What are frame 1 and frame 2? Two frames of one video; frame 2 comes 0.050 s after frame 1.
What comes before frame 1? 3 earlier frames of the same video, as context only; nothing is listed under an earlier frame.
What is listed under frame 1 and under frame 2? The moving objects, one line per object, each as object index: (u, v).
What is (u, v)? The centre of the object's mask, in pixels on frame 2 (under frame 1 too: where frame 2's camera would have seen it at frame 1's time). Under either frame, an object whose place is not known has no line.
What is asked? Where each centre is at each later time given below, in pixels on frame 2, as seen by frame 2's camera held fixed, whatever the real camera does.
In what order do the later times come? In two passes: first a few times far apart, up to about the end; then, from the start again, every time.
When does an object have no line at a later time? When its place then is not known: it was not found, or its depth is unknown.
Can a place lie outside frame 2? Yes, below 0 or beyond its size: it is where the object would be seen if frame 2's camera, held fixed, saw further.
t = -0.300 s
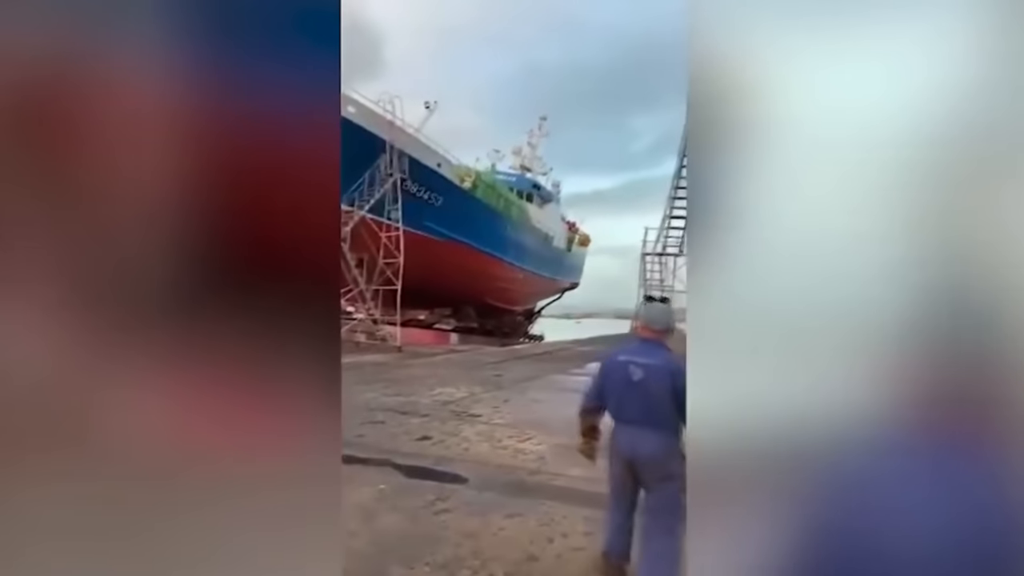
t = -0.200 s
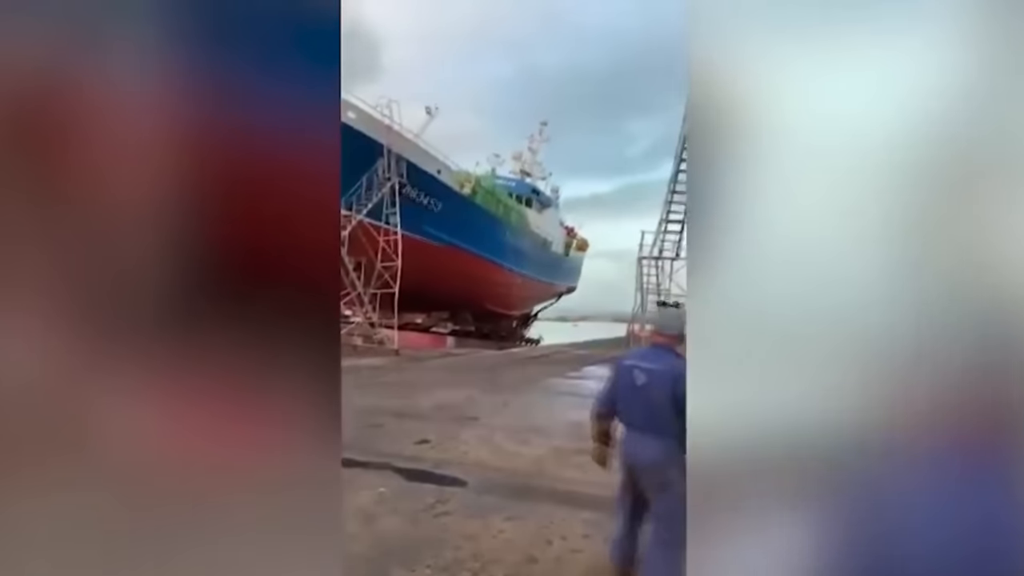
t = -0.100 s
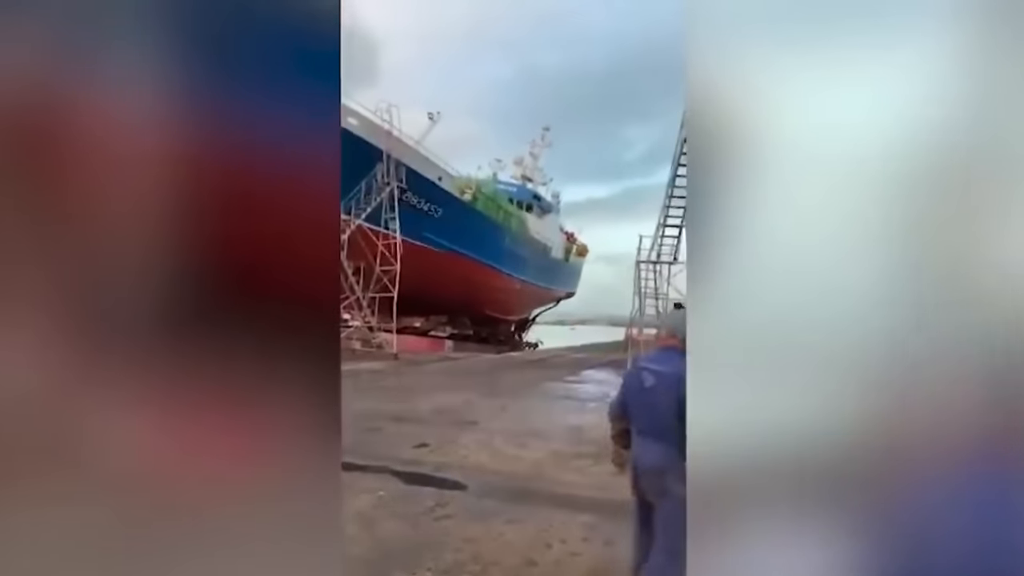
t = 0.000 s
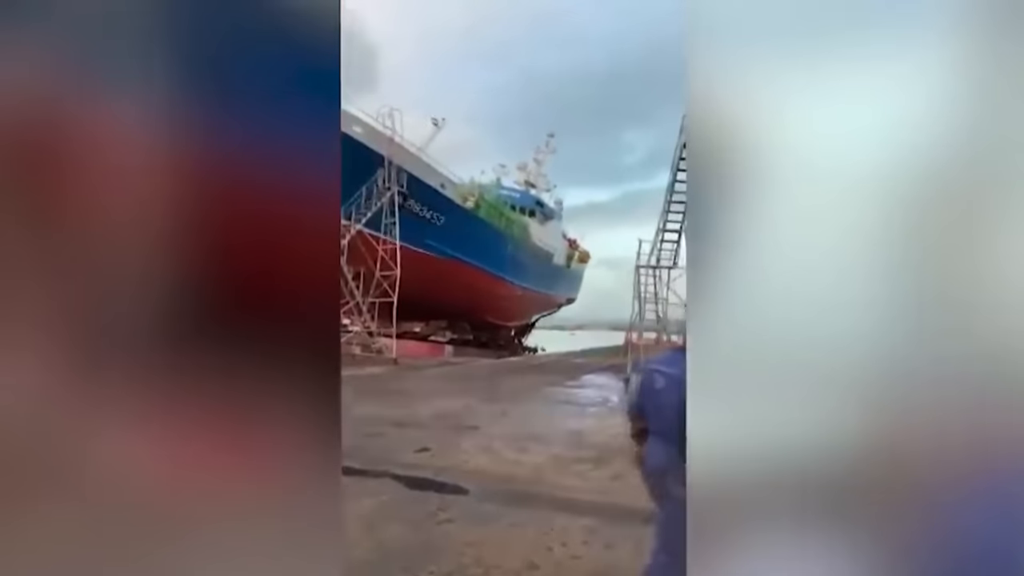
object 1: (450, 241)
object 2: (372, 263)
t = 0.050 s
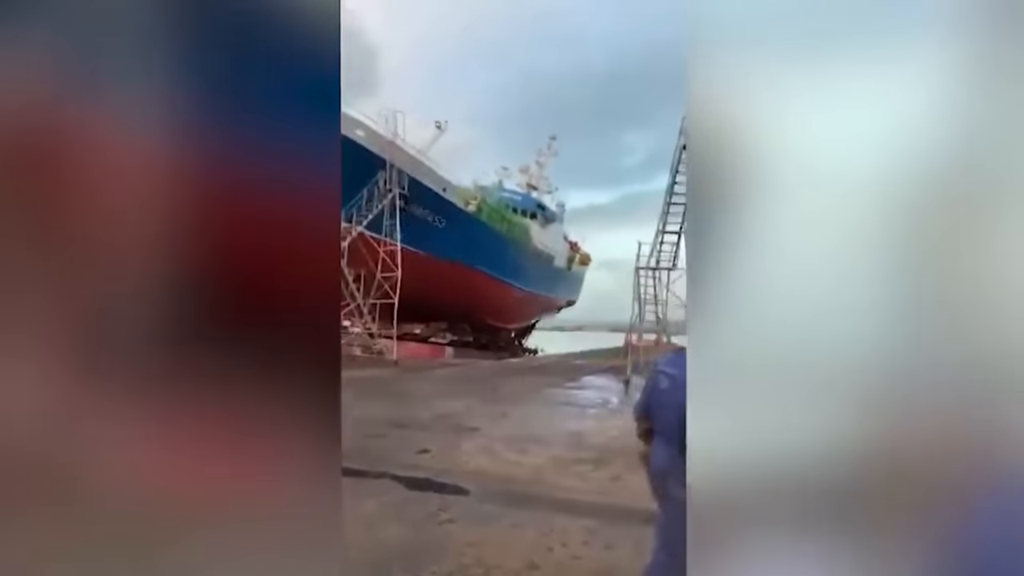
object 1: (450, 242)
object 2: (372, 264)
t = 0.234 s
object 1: (452, 241)
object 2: (372, 262)
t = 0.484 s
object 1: (455, 240)
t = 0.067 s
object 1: (451, 241)
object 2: (372, 264)
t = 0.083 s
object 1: (451, 241)
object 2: (372, 264)
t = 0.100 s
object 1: (451, 242)
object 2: (372, 263)
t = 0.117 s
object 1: (451, 241)
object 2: (372, 262)
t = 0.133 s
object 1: (451, 241)
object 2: (372, 263)
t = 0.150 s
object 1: (451, 241)
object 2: (373, 263)
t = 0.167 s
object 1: (451, 241)
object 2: (372, 263)
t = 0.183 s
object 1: (451, 241)
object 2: (372, 262)
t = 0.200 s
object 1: (451, 242)
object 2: (372, 262)
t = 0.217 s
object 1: (452, 241)
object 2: (372, 262)
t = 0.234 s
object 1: (452, 241)
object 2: (372, 262)
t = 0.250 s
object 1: (452, 241)
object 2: (372, 262)
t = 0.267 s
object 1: (451, 241)
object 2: (372, 262)
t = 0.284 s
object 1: (452, 241)
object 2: (372, 261)
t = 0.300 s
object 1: (453, 241)
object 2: (372, 261)
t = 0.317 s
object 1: (454, 241)
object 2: (372, 261)
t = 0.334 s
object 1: (454, 240)
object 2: (372, 261)
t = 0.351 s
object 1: (454, 240)
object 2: (373, 261)
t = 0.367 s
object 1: (454, 240)
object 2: (372, 261)
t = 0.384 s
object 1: (454, 241)
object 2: (372, 261)
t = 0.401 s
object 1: (454, 241)
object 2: (372, 261)
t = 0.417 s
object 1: (454, 241)
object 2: (372, 261)
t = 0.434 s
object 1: (454, 240)
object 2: (372, 261)
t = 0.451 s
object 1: (454, 240)
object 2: (372, 260)
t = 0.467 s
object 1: (454, 240)
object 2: (373, 260)
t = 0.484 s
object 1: (455, 240)
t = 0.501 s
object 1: (455, 239)
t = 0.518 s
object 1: (455, 239)
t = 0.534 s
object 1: (456, 238)
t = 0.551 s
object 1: (457, 238)
